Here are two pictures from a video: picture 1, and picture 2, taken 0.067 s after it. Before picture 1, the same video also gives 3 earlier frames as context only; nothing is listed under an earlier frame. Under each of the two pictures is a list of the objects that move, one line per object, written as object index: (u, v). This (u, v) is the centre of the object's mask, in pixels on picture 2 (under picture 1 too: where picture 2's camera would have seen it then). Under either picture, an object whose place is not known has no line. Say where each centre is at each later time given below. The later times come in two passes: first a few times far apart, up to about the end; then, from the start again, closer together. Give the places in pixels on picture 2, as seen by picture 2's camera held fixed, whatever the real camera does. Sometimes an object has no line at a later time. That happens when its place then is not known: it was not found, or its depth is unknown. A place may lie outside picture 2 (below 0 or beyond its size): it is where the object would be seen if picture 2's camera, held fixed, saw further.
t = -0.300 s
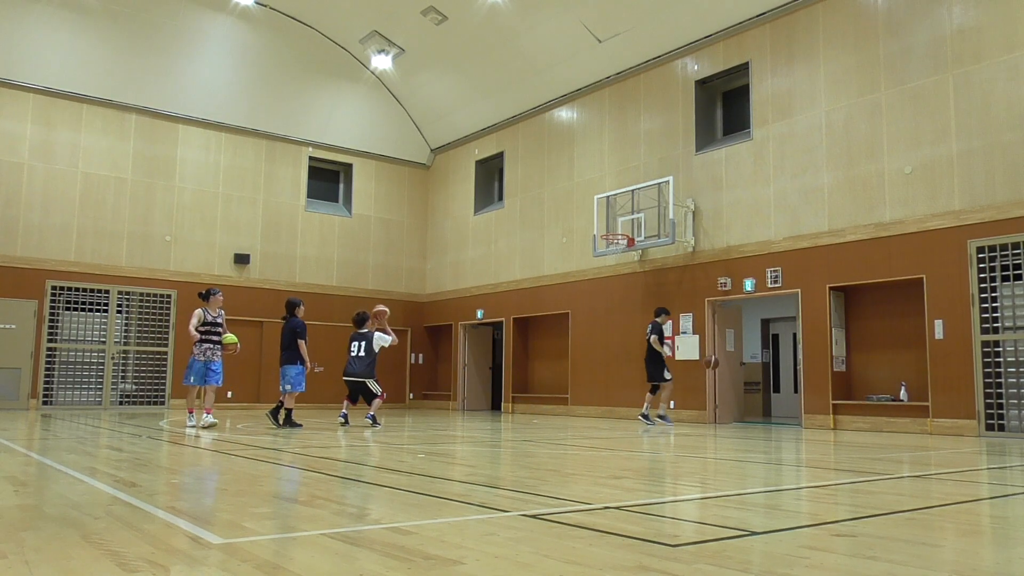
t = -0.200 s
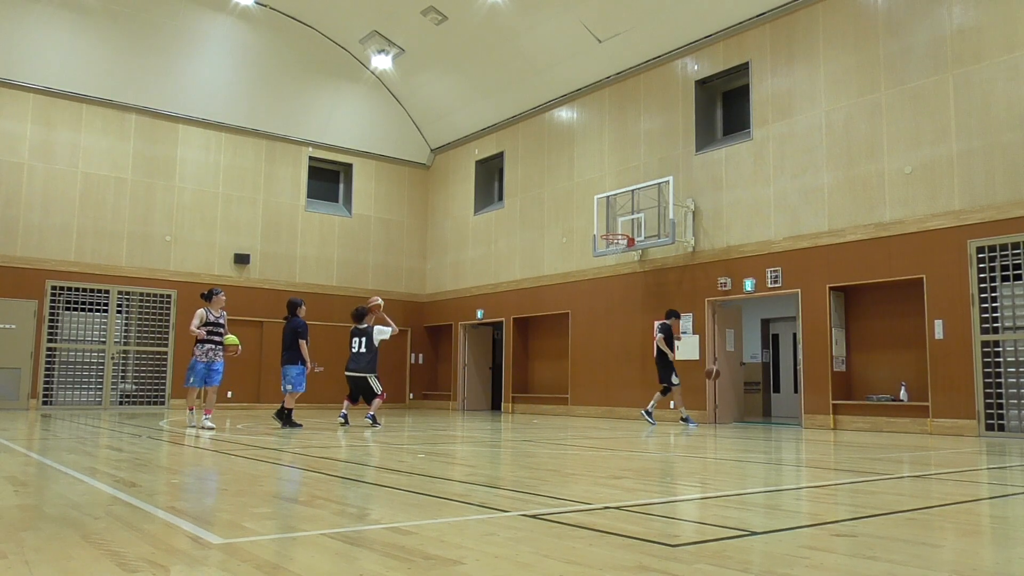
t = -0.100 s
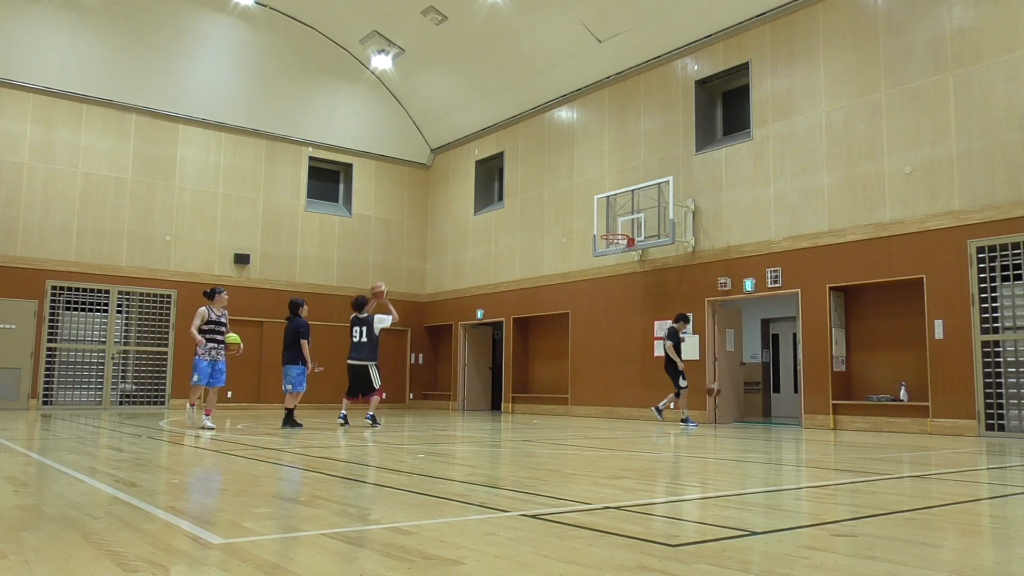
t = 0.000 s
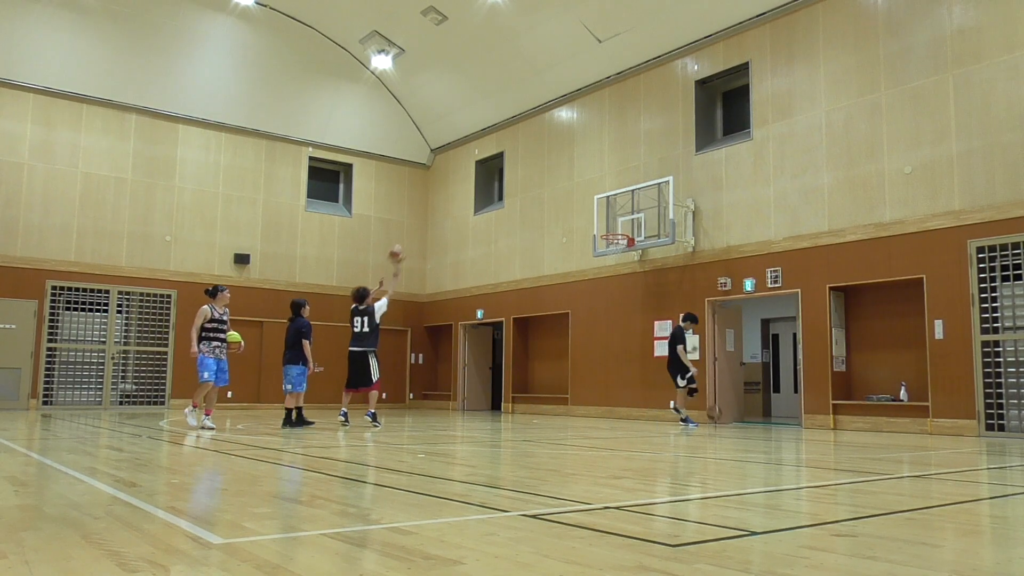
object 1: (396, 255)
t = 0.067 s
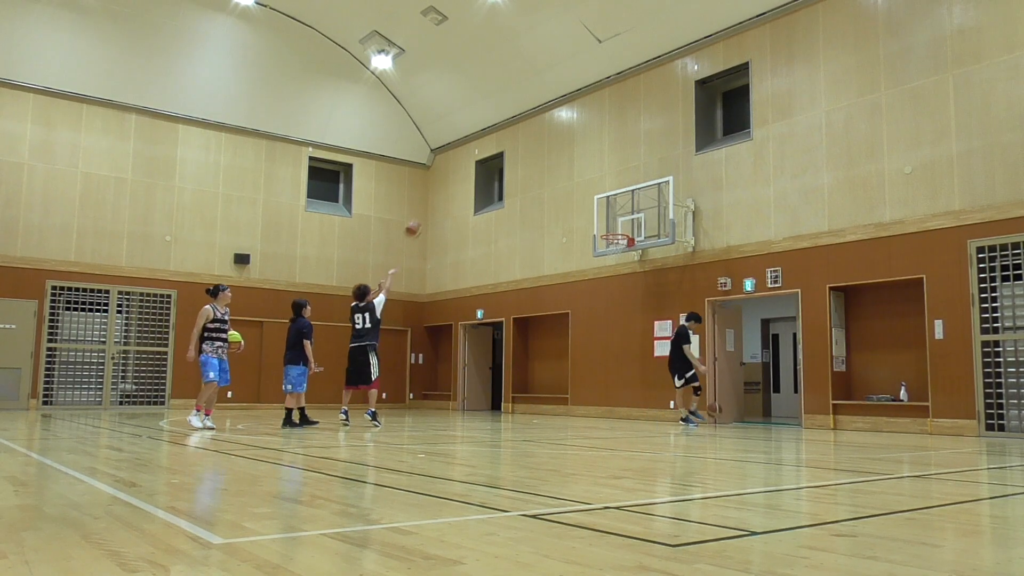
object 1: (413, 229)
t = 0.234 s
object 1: (452, 179)
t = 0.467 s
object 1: (500, 146)
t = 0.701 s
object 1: (544, 148)
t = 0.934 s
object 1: (584, 181)
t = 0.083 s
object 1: (417, 223)
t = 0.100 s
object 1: (421, 217)
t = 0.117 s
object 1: (425, 212)
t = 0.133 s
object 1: (429, 206)
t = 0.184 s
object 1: (441, 191)
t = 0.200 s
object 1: (444, 188)
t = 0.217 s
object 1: (448, 183)
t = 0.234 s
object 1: (452, 179)
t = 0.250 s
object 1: (456, 176)
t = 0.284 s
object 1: (463, 169)
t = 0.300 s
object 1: (466, 166)
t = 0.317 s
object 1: (470, 163)
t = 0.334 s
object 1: (473, 161)
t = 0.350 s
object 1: (477, 158)
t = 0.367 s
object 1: (480, 156)
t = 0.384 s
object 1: (484, 154)
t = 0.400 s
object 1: (487, 152)
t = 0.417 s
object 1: (490, 151)
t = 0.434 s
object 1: (494, 149)
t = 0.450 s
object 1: (497, 148)
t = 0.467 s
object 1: (500, 146)
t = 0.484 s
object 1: (503, 145)
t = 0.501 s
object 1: (507, 144)
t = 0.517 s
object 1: (510, 144)
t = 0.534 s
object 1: (513, 143)
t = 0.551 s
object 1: (516, 143)
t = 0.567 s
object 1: (519, 143)
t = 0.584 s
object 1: (523, 143)
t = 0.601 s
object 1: (526, 143)
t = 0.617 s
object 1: (529, 143)
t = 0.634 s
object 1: (532, 144)
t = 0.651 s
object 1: (535, 144)
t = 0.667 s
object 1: (538, 145)
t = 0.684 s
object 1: (541, 147)
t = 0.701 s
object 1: (544, 148)
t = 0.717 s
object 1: (546, 149)
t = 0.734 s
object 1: (549, 150)
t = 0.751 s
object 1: (552, 152)
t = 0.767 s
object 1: (555, 154)
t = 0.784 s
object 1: (558, 156)
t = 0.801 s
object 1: (561, 158)
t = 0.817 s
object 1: (564, 160)
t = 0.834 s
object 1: (567, 163)
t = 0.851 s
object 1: (570, 165)
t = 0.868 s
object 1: (573, 168)
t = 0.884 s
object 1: (576, 171)
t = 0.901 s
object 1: (579, 174)
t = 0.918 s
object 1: (581, 177)
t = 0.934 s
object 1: (584, 181)
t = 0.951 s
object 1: (587, 184)
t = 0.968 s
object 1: (590, 188)
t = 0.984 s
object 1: (592, 192)
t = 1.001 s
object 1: (595, 196)
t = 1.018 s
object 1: (598, 199)
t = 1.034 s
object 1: (600, 203)
